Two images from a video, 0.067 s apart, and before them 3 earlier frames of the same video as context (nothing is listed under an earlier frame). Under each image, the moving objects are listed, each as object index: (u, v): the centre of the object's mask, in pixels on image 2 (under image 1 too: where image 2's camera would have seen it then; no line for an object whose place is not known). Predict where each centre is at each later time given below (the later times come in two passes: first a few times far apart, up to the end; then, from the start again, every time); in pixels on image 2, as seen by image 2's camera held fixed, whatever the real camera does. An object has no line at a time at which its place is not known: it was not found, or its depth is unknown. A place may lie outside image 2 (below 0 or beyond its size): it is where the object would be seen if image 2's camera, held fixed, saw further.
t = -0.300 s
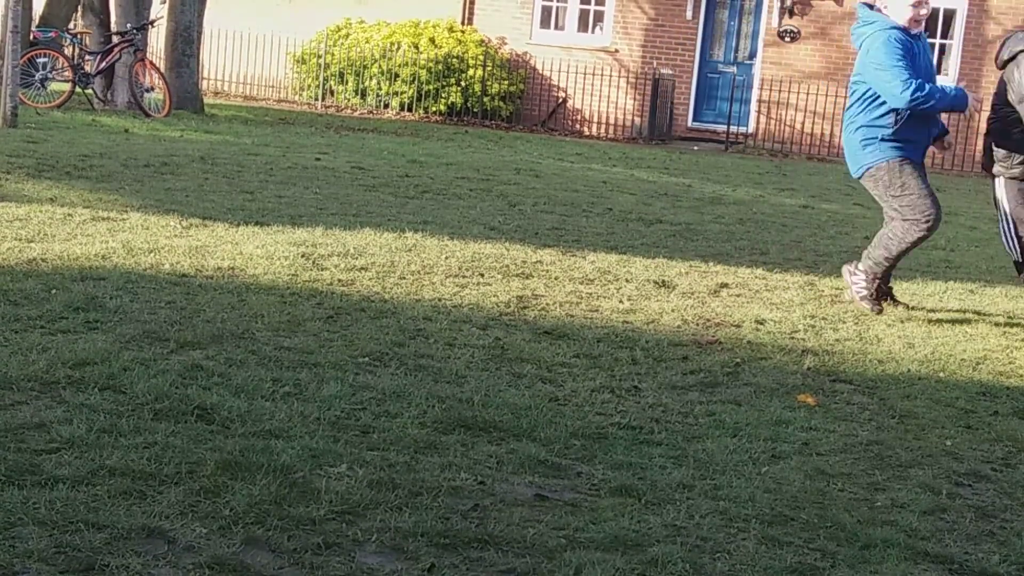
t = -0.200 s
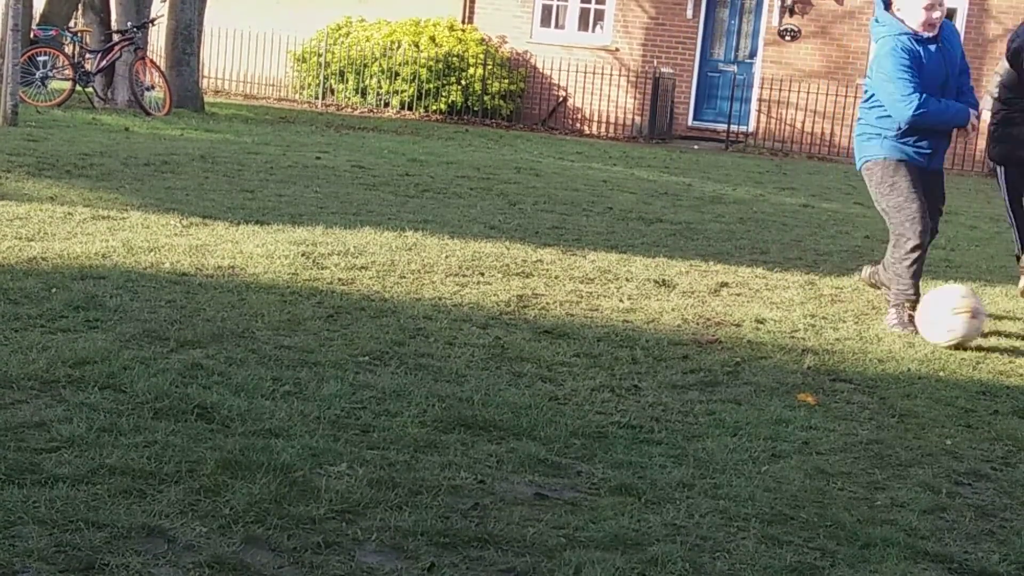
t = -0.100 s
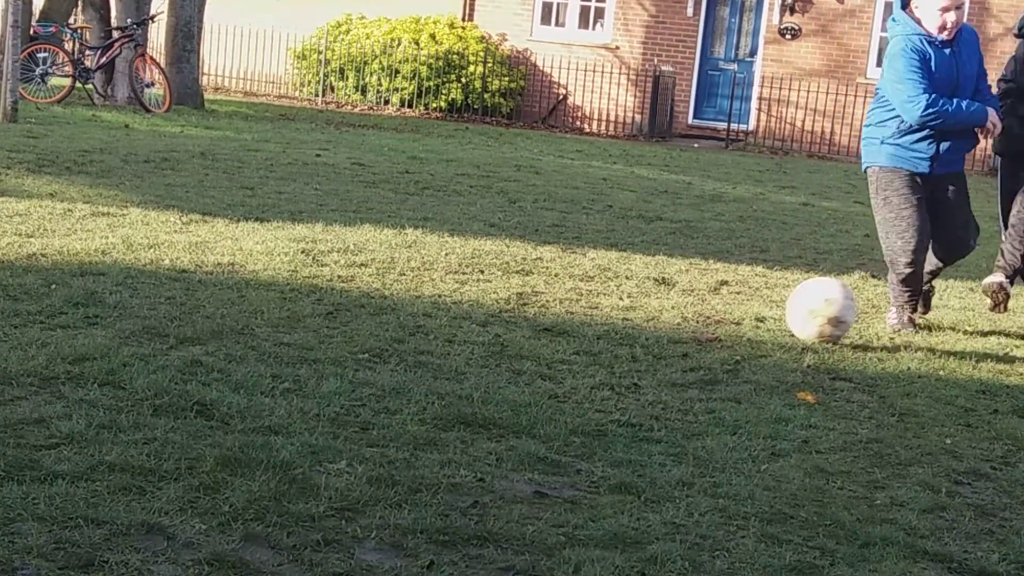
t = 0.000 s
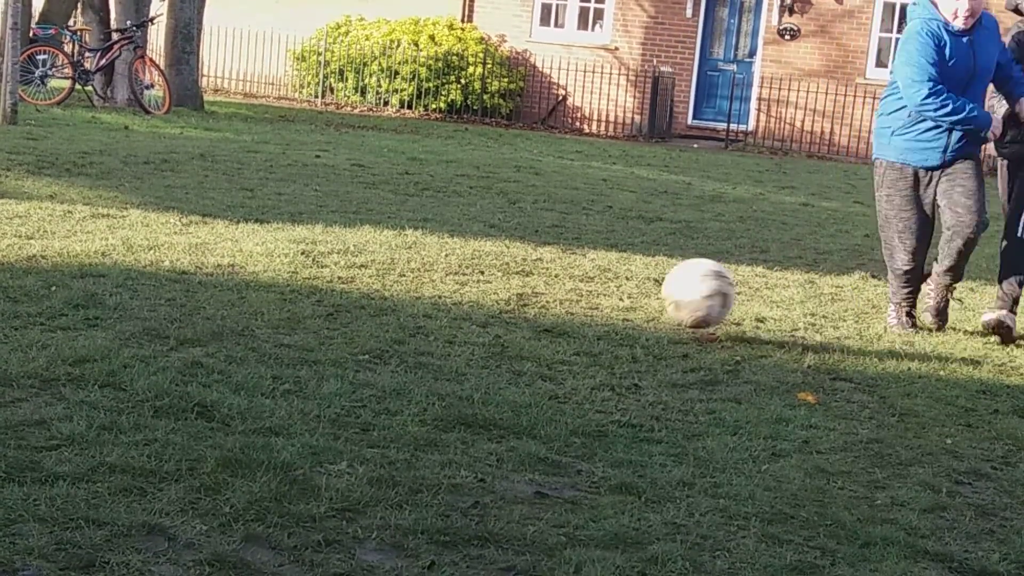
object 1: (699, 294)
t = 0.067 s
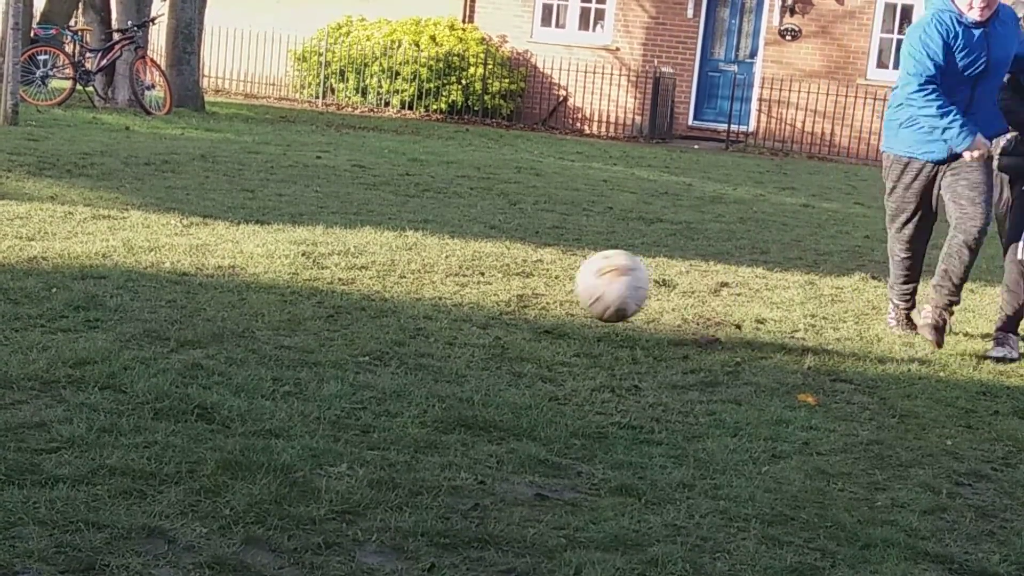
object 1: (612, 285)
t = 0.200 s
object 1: (422, 296)
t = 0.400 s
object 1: (101, 265)
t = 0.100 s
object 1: (568, 287)
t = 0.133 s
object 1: (522, 292)
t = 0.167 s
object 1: (471, 301)
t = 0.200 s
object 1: (422, 296)
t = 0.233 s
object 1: (376, 281)
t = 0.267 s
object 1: (327, 270)
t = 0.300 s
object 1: (273, 262)
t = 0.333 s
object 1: (218, 259)
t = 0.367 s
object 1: (161, 261)
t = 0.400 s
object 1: (101, 265)
